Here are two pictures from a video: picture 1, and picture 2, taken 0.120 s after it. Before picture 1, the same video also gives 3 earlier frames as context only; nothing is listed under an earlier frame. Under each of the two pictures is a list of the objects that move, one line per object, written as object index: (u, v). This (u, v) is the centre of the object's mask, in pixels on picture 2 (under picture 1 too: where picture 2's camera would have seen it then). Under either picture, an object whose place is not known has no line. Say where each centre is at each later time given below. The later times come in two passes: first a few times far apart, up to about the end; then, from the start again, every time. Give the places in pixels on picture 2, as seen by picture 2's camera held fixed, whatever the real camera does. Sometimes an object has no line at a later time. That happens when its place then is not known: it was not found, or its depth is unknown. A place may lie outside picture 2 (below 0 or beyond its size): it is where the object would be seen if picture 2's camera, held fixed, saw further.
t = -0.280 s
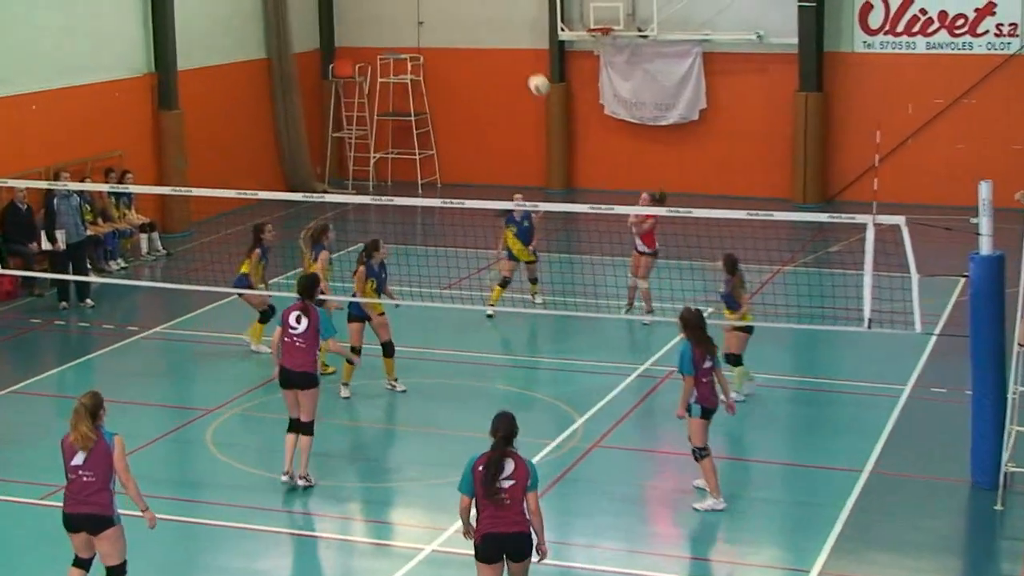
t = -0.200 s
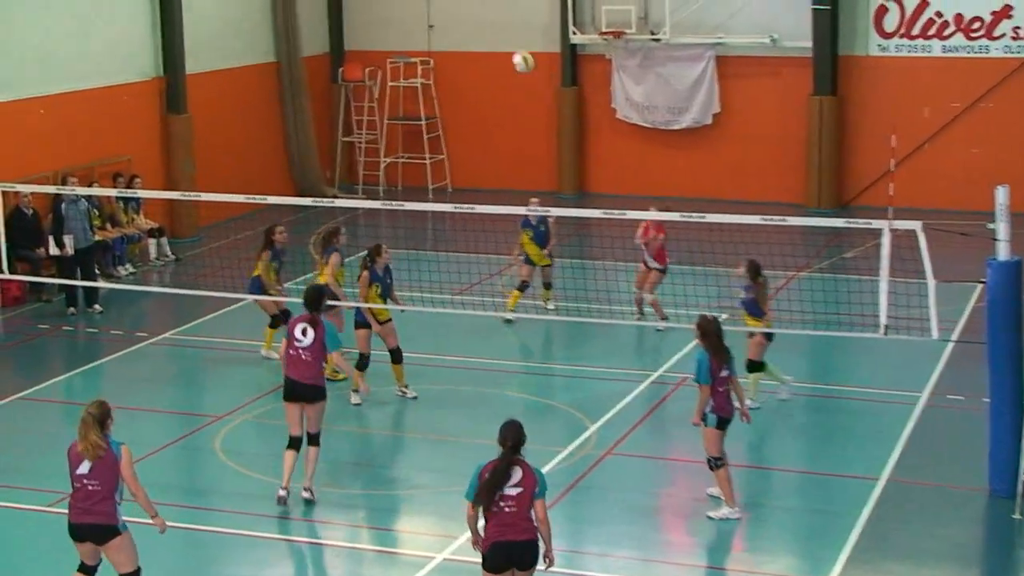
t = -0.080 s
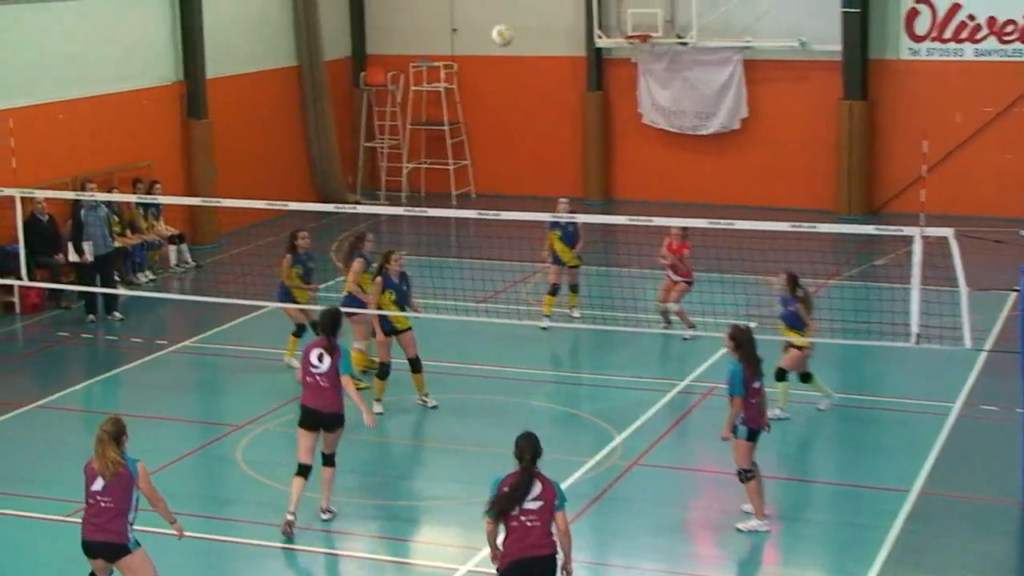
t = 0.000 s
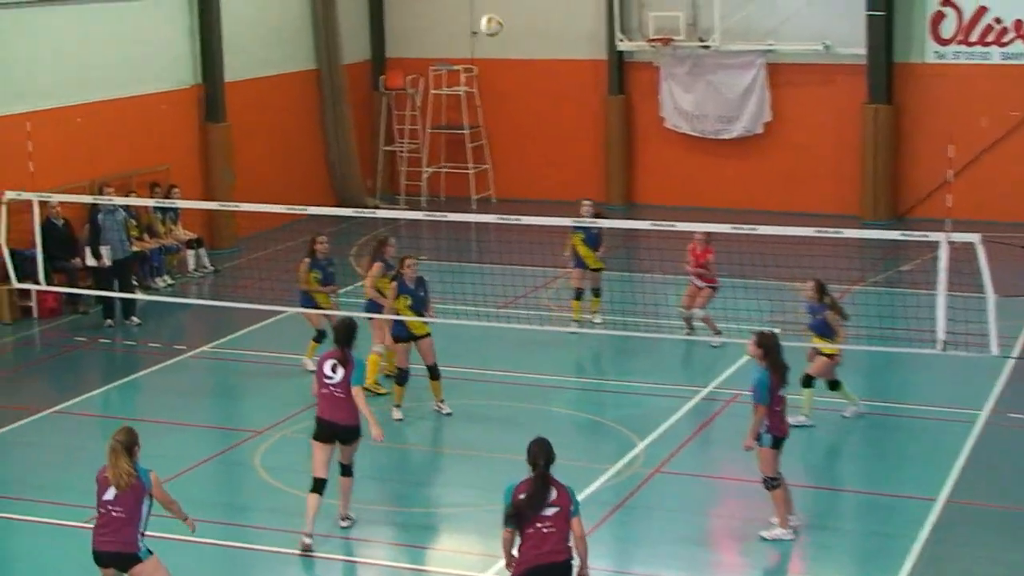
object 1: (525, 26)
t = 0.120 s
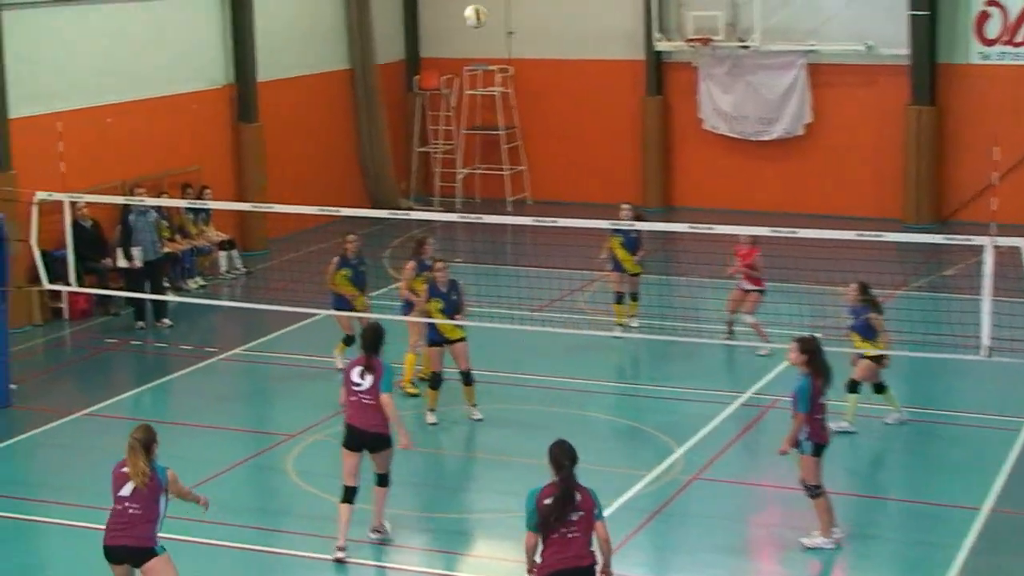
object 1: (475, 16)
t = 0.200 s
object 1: (441, 18)
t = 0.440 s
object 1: (329, 76)
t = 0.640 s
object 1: (232, 185)
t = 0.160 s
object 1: (458, 15)
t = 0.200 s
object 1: (441, 18)
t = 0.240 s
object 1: (422, 23)
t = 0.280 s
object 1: (404, 29)
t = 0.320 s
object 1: (386, 37)
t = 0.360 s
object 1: (367, 48)
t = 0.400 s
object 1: (348, 60)
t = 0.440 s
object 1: (329, 76)
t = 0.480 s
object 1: (310, 93)
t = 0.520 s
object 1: (291, 113)
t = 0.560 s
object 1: (271, 134)
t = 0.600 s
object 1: (251, 159)
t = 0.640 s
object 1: (232, 185)
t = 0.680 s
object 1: (212, 215)
